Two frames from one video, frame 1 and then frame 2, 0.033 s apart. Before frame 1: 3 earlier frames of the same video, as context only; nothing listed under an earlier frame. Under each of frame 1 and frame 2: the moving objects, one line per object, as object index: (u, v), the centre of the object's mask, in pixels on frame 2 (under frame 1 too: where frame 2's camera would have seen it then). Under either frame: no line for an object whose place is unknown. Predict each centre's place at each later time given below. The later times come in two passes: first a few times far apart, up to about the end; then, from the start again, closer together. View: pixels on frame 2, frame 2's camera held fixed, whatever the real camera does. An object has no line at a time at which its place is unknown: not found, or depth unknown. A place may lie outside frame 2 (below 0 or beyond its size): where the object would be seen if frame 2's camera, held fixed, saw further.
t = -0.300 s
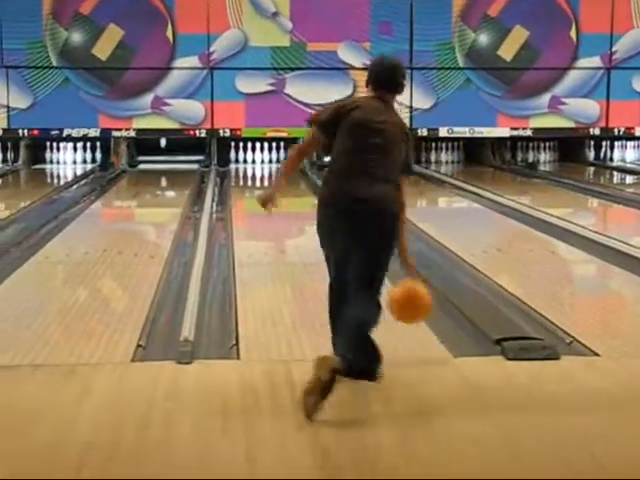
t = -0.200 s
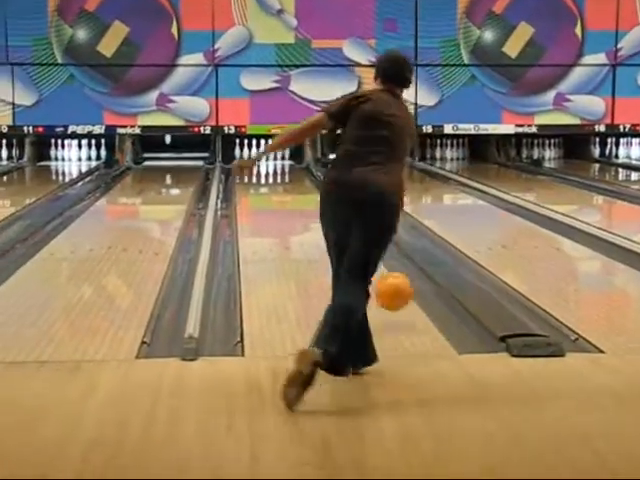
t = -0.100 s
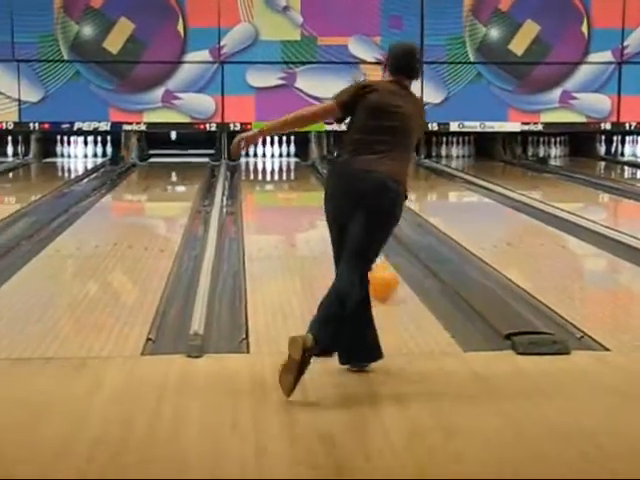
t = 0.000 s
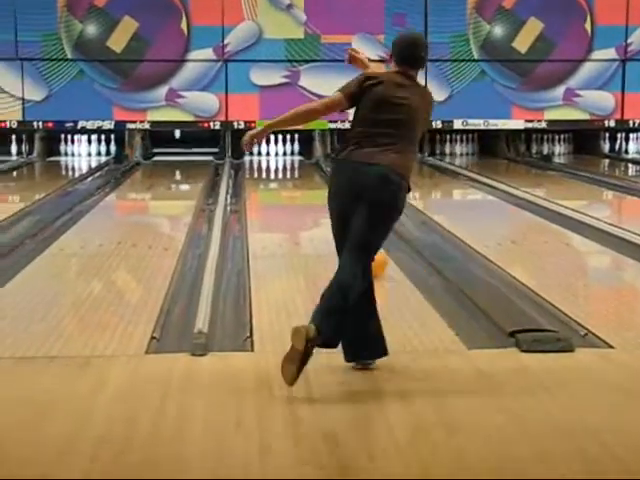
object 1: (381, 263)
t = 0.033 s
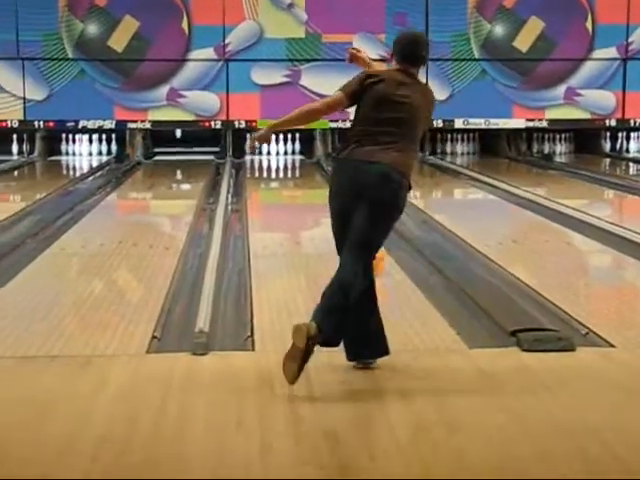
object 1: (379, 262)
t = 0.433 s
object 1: (332, 211)
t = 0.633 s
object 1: (324, 196)
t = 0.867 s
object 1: (312, 182)
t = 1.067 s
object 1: (305, 174)
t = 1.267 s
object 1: (299, 166)
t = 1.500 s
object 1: (295, 162)
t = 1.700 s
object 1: (290, 156)
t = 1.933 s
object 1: (285, 150)
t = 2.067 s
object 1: (284, 149)
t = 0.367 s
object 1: (331, 216)
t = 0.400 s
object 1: (331, 213)
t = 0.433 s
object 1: (332, 211)
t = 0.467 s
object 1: (331, 208)
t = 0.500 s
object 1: (329, 206)
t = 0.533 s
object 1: (328, 204)
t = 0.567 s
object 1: (327, 200)
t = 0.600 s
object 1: (325, 198)
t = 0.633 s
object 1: (324, 196)
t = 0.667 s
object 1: (321, 193)
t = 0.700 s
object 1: (320, 191)
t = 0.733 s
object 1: (318, 190)
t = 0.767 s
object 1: (317, 187)
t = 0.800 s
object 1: (315, 186)
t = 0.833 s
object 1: (314, 184)
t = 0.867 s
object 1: (312, 182)
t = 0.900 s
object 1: (310, 180)
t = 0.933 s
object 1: (309, 178)
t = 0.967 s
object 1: (308, 177)
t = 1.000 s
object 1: (308, 177)
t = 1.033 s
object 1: (307, 175)
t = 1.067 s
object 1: (305, 174)
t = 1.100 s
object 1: (305, 173)
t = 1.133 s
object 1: (304, 171)
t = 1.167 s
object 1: (303, 170)
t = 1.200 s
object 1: (303, 169)
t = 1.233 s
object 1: (301, 168)
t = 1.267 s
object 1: (299, 166)
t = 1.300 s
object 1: (298, 165)
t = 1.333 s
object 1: (298, 165)
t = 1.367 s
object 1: (298, 164)
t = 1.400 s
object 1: (297, 163)
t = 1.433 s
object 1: (297, 163)
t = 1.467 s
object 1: (295, 162)
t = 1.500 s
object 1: (295, 162)
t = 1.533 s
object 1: (294, 161)
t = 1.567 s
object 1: (293, 161)
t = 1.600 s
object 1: (291, 158)
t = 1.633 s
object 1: (292, 158)
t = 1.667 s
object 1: (291, 157)
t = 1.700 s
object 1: (290, 156)
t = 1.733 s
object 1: (290, 155)
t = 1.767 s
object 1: (288, 154)
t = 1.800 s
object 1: (287, 153)
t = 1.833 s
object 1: (287, 153)
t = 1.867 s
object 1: (287, 152)
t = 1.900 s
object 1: (287, 152)
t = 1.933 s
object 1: (285, 150)
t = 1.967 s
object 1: (285, 150)
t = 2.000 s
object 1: (284, 149)
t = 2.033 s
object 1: (284, 149)
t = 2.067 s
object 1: (284, 149)
